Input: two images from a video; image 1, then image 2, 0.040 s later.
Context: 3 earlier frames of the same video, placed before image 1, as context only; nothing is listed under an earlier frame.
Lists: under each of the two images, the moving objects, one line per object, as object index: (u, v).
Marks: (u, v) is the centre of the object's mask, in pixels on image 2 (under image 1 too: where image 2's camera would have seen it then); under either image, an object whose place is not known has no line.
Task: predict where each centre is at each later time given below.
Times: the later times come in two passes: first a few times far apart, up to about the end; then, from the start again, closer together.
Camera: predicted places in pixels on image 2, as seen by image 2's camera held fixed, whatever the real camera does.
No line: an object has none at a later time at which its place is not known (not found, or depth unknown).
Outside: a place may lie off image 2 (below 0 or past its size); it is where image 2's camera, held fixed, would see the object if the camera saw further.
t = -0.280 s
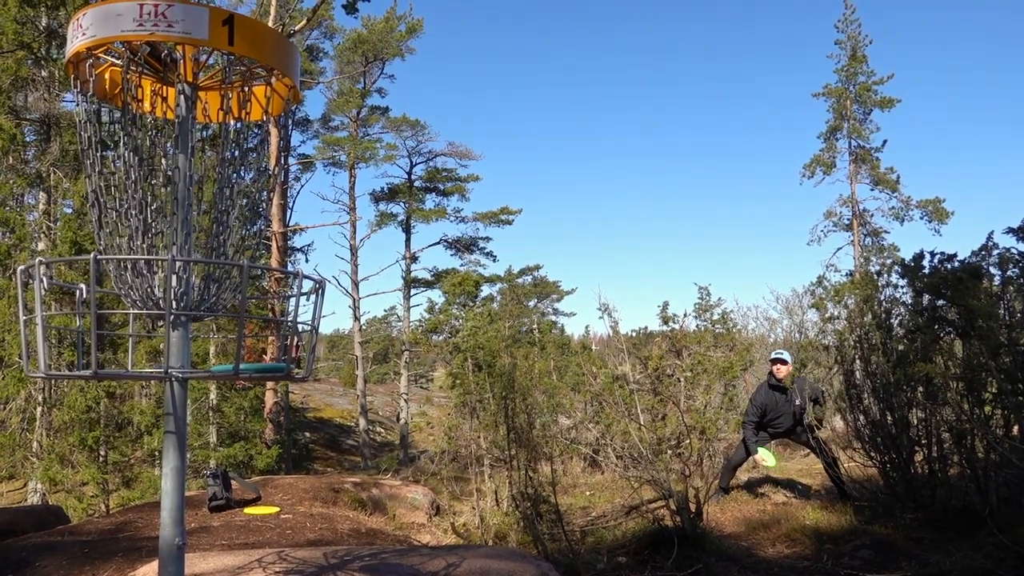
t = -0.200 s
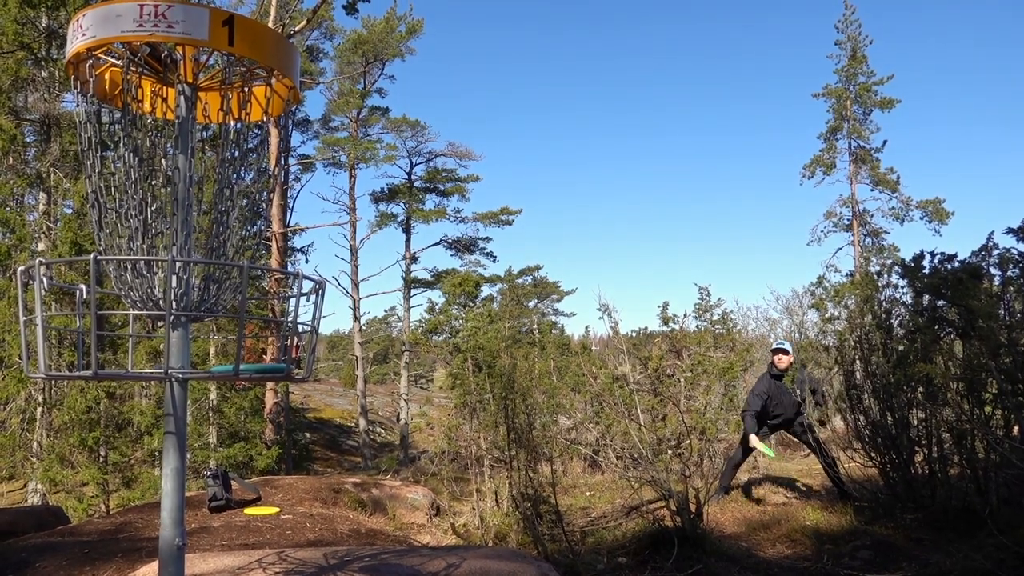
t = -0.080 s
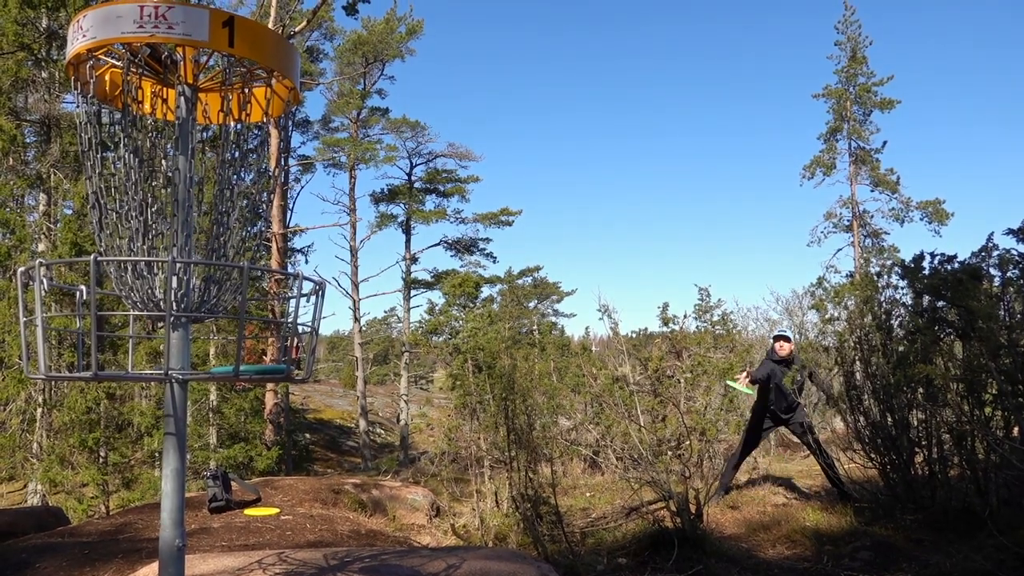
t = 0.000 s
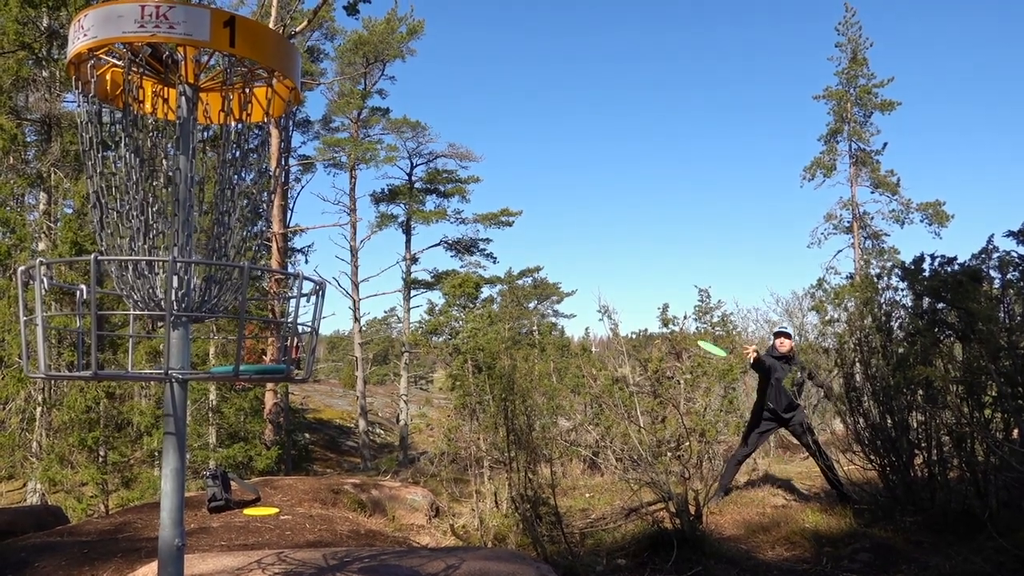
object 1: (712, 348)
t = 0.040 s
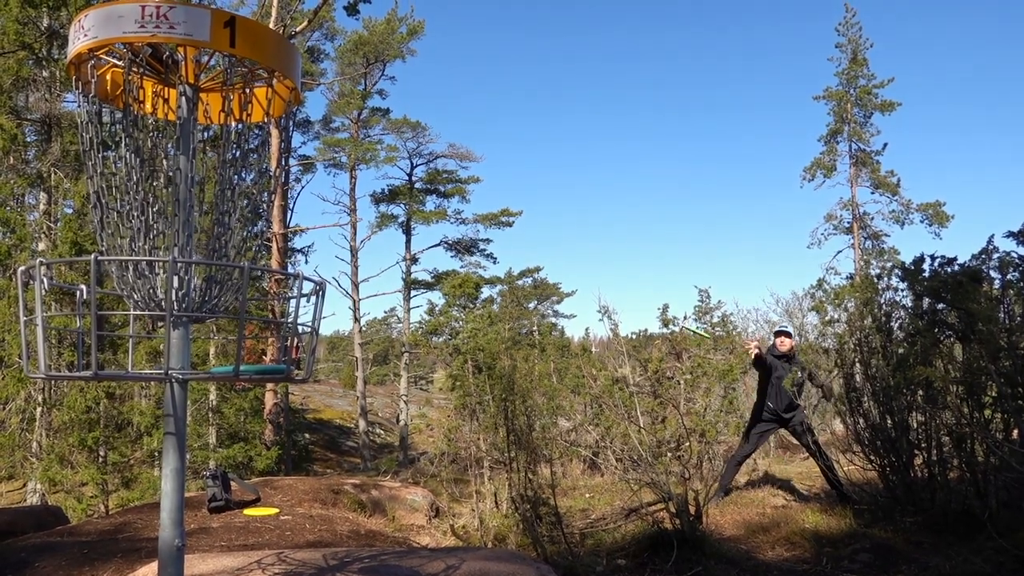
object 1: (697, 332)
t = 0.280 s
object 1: (541, 243)
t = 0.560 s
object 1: (216, 233)
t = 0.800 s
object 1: (117, 325)
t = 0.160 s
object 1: (632, 283)
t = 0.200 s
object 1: (605, 268)
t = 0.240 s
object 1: (576, 255)
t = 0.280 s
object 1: (541, 243)
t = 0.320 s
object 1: (500, 232)
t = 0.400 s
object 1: (395, 212)
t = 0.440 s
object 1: (325, 205)
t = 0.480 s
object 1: (270, 204)
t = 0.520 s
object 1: (241, 213)
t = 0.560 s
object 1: (216, 233)
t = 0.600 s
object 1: (198, 258)
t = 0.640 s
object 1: (186, 292)
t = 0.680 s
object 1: (166, 323)
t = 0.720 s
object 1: (149, 323)
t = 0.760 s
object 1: (134, 321)
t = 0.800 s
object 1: (117, 325)
